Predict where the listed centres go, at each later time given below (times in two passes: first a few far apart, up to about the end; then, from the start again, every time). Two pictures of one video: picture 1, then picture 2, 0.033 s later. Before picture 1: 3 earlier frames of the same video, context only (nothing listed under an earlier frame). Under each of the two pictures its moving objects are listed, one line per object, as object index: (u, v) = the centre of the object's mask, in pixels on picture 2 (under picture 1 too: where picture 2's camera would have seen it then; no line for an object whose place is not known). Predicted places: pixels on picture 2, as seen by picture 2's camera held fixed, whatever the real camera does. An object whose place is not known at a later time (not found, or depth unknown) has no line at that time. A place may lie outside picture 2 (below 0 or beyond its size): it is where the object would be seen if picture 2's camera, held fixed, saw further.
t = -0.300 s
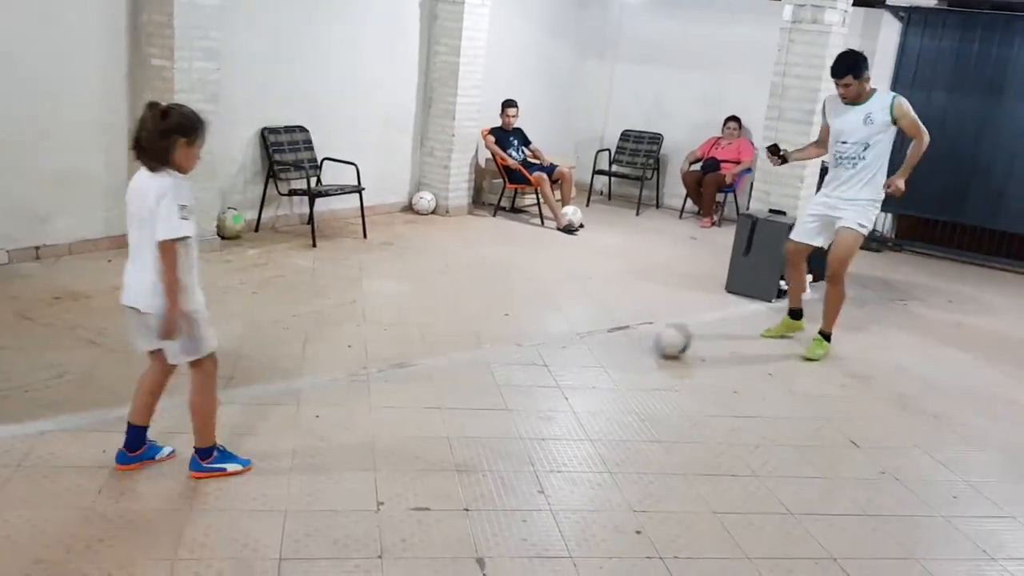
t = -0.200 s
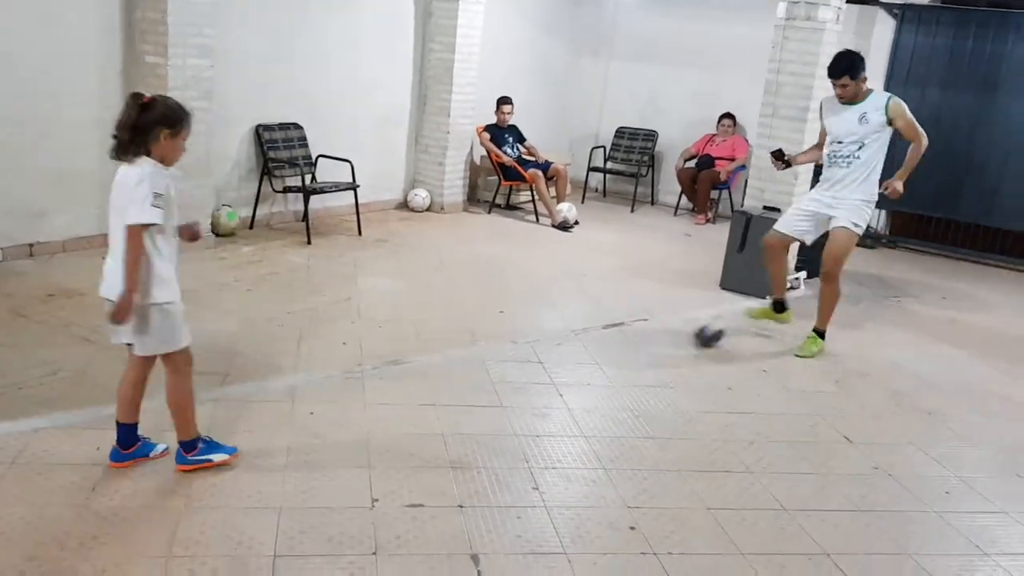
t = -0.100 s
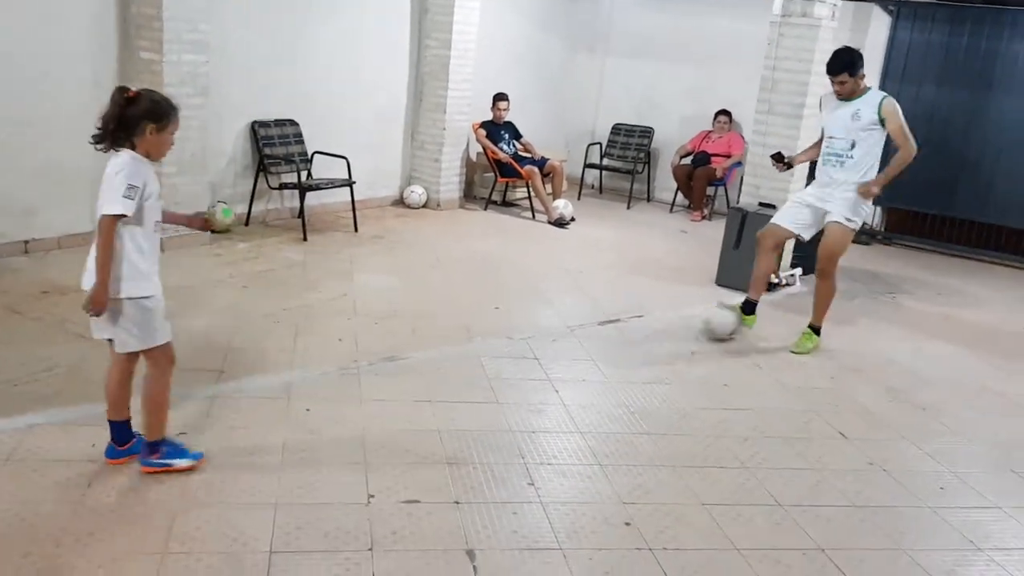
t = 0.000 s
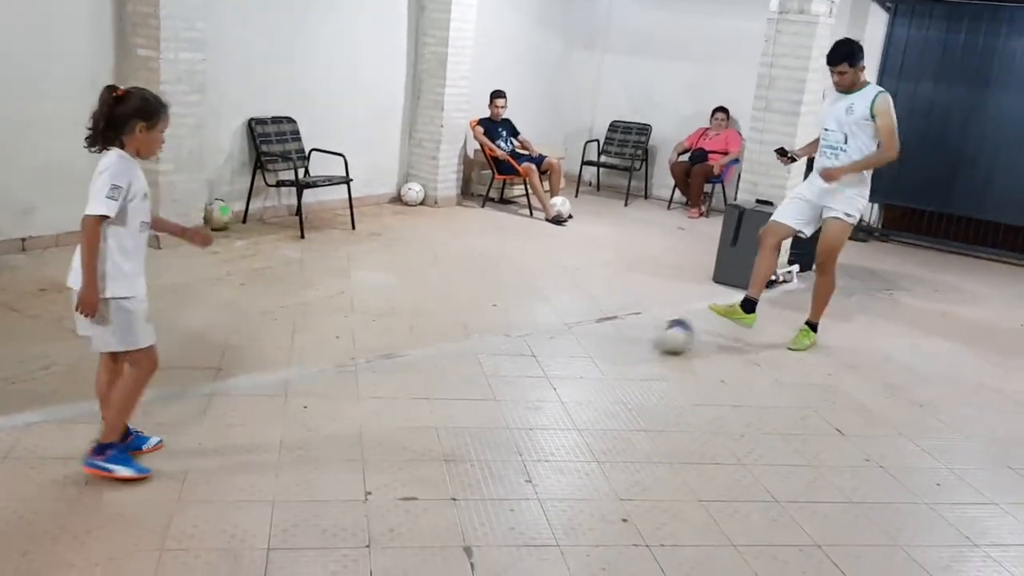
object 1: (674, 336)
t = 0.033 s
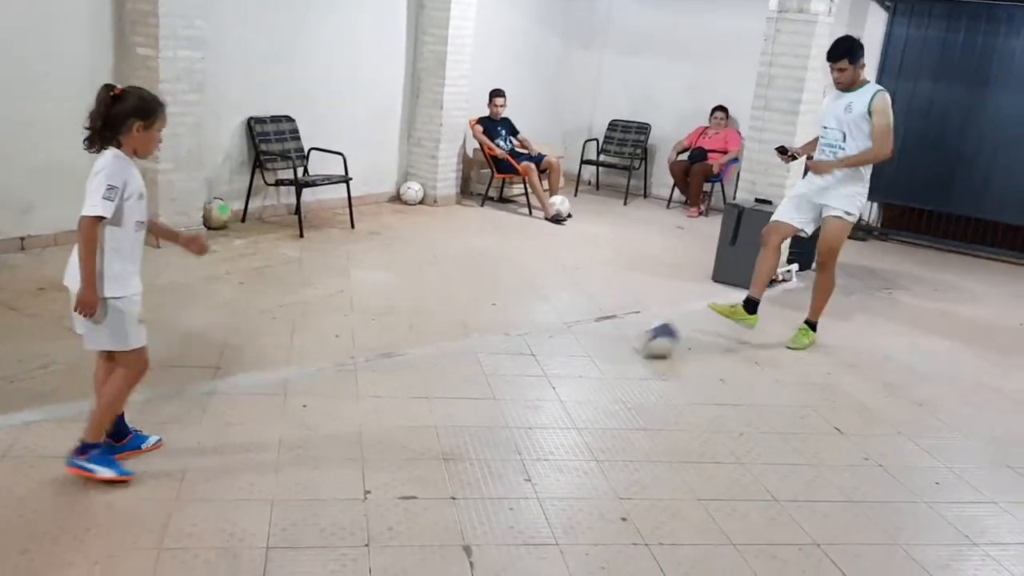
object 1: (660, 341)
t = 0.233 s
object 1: (568, 372)
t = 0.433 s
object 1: (483, 400)
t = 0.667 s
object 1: (356, 448)
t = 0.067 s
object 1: (646, 346)
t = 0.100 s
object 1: (632, 350)
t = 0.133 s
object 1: (617, 358)
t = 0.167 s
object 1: (599, 359)
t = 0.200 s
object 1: (582, 365)
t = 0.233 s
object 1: (568, 372)
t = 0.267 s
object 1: (558, 375)
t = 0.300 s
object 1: (547, 380)
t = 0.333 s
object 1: (531, 388)
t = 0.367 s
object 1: (515, 390)
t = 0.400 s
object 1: (497, 395)
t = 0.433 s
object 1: (483, 400)
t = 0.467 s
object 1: (467, 406)
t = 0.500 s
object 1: (454, 413)
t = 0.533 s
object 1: (436, 421)
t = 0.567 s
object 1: (412, 425)
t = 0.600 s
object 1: (394, 432)
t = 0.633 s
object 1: (376, 439)
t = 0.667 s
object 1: (356, 448)
